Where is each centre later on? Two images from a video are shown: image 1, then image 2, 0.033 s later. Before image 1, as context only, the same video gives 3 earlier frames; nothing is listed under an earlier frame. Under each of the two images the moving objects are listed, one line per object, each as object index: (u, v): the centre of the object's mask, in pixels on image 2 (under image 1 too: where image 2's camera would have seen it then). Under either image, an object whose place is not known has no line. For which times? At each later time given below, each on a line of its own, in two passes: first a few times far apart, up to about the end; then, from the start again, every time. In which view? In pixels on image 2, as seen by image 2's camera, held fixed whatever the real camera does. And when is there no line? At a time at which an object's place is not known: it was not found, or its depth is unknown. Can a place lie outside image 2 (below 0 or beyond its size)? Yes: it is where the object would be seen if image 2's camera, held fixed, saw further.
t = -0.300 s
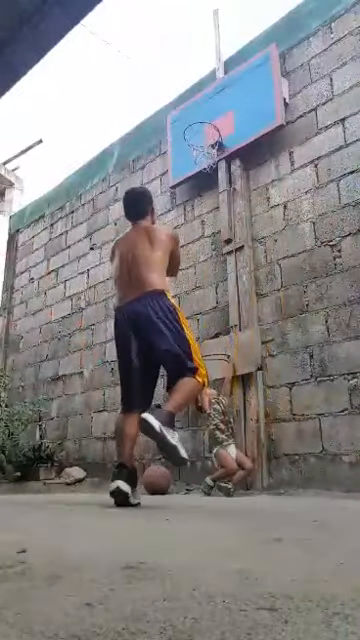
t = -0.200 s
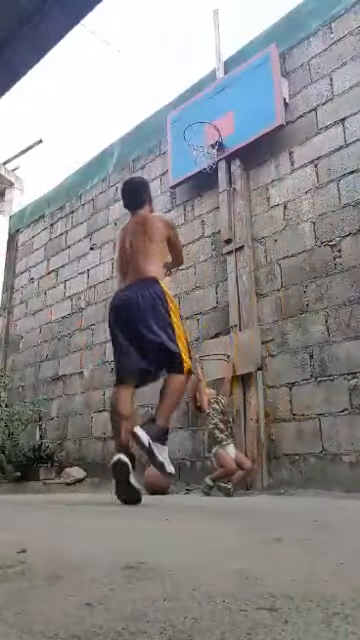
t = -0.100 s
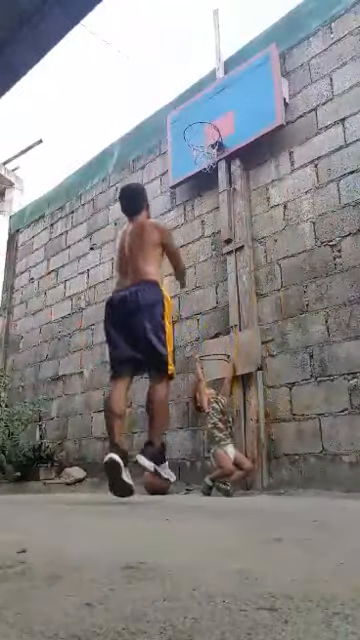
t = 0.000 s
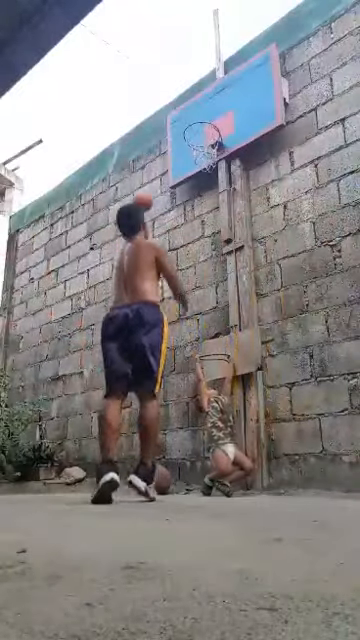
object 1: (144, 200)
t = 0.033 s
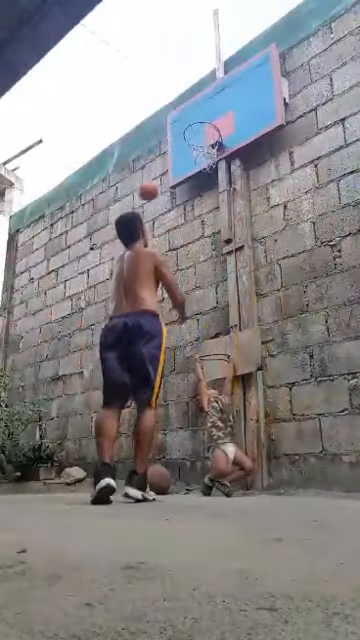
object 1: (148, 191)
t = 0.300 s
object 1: (184, 147)
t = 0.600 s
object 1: (180, 133)
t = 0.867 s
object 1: (162, 172)
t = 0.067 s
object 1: (154, 181)
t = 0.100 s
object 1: (160, 171)
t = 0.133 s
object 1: (164, 165)
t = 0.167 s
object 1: (169, 159)
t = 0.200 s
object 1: (175, 154)
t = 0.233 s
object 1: (180, 151)
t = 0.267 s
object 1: (183, 149)
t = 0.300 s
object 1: (184, 147)
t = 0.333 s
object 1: (183, 144)
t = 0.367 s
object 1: (185, 137)
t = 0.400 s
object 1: (186, 133)
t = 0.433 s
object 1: (186, 134)
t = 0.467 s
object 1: (186, 134)
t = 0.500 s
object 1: (186, 134)
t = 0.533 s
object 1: (184, 133)
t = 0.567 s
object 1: (184, 133)
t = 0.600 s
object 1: (180, 133)
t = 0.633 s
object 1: (178, 137)
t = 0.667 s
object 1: (177, 138)
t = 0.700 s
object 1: (175, 141)
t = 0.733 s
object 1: (173, 145)
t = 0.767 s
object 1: (170, 151)
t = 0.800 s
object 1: (167, 156)
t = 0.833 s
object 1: (165, 165)
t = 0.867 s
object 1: (162, 172)
